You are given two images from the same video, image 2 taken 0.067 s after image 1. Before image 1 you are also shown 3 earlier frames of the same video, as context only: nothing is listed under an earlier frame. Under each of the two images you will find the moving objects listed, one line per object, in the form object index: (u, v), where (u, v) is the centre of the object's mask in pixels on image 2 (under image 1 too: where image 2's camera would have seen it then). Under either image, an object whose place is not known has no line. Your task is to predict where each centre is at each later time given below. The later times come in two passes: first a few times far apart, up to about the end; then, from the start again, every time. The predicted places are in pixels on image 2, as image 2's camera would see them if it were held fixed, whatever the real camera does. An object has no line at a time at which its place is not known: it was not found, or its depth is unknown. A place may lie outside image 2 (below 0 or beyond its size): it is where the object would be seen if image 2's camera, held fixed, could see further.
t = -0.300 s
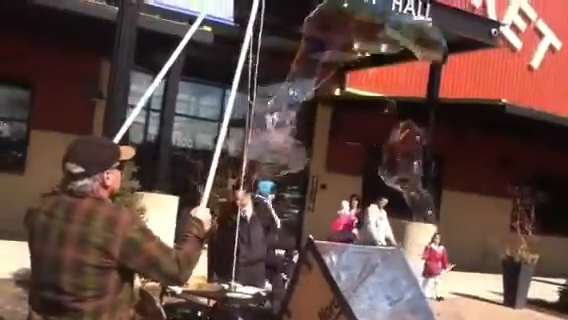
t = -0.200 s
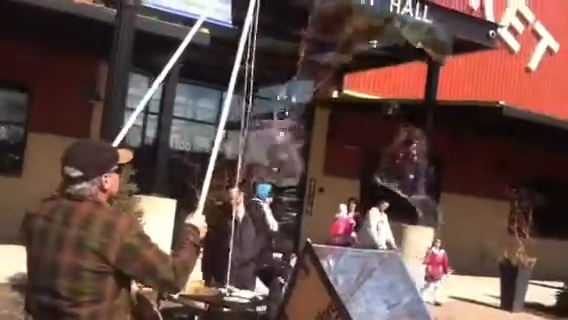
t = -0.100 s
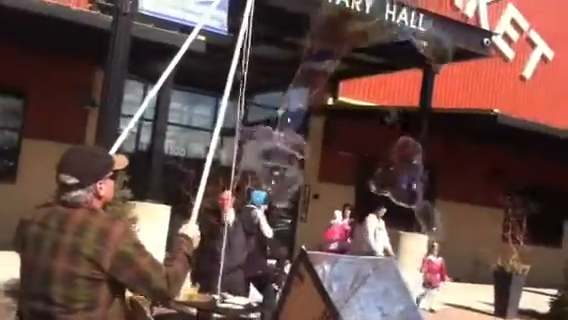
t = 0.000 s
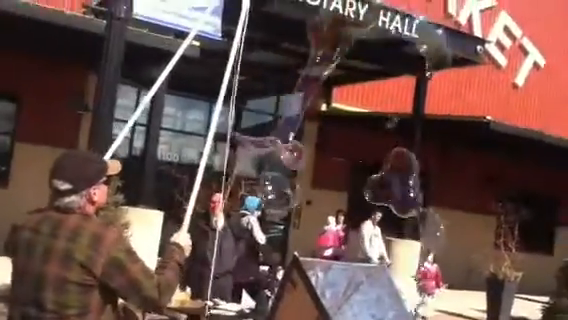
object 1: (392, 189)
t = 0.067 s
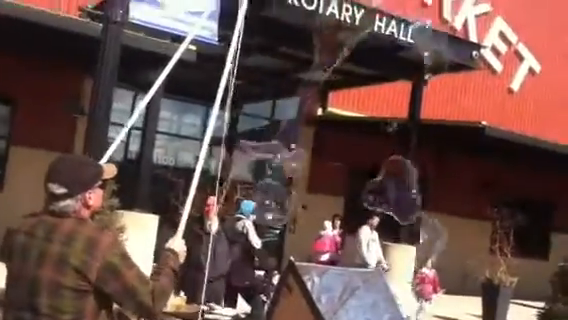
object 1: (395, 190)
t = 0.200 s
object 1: (400, 194)
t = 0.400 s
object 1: (409, 199)
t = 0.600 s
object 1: (423, 206)
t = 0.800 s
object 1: (433, 215)
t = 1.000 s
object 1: (442, 224)
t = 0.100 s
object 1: (396, 191)
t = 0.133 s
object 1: (398, 193)
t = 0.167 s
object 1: (399, 194)
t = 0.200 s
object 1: (400, 194)
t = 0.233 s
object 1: (401, 195)
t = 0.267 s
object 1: (402, 196)
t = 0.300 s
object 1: (404, 197)
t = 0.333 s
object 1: (405, 198)
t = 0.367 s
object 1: (407, 198)
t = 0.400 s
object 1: (409, 199)
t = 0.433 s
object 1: (411, 198)
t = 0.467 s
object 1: (417, 202)
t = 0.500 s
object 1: (418, 202)
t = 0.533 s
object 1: (420, 203)
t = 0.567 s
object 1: (421, 204)
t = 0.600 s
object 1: (423, 206)
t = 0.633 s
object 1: (425, 207)
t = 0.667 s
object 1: (425, 208)
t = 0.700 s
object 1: (428, 211)
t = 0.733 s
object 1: (430, 211)
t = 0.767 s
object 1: (433, 213)
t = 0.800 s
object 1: (433, 215)
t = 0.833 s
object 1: (435, 217)
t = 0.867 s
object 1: (436, 219)
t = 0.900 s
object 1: (438, 221)
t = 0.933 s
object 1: (443, 222)
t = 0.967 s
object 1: (444, 223)
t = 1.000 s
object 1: (442, 224)
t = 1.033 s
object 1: (445, 226)
